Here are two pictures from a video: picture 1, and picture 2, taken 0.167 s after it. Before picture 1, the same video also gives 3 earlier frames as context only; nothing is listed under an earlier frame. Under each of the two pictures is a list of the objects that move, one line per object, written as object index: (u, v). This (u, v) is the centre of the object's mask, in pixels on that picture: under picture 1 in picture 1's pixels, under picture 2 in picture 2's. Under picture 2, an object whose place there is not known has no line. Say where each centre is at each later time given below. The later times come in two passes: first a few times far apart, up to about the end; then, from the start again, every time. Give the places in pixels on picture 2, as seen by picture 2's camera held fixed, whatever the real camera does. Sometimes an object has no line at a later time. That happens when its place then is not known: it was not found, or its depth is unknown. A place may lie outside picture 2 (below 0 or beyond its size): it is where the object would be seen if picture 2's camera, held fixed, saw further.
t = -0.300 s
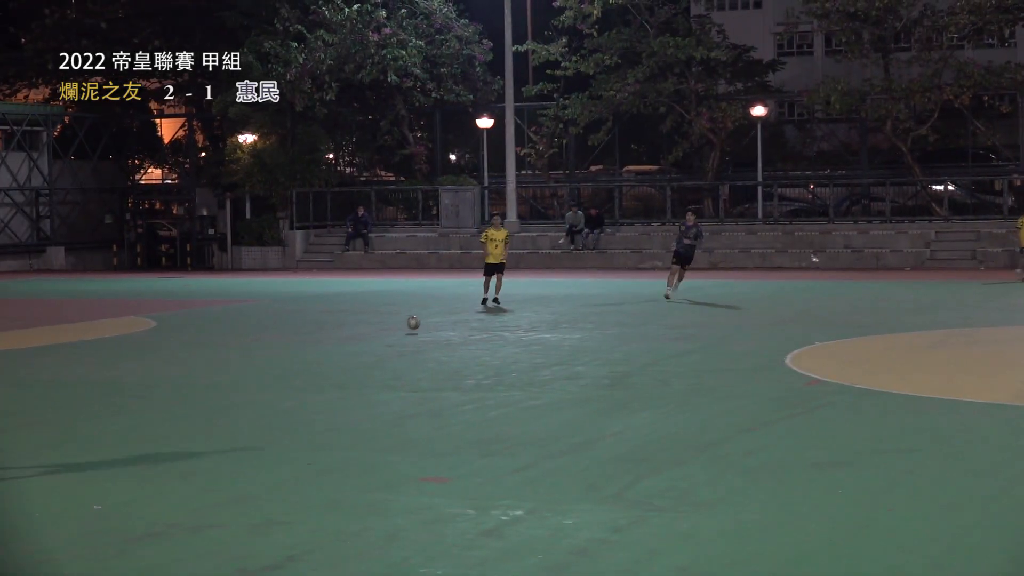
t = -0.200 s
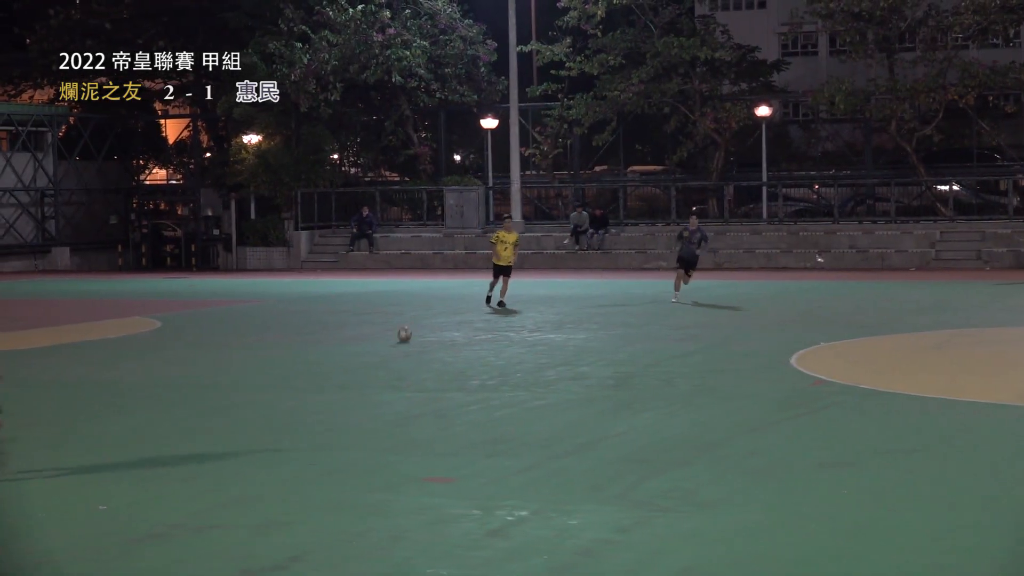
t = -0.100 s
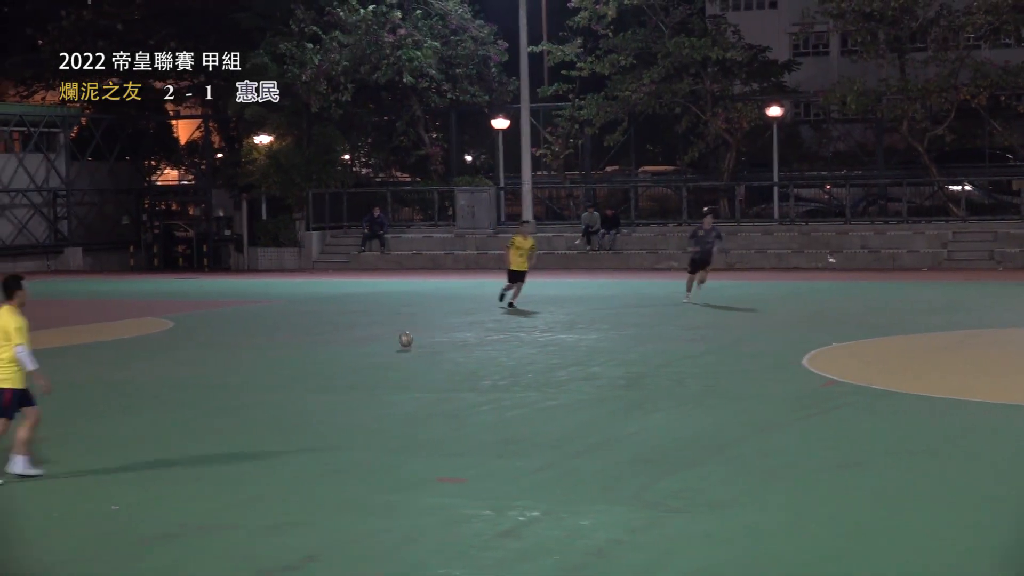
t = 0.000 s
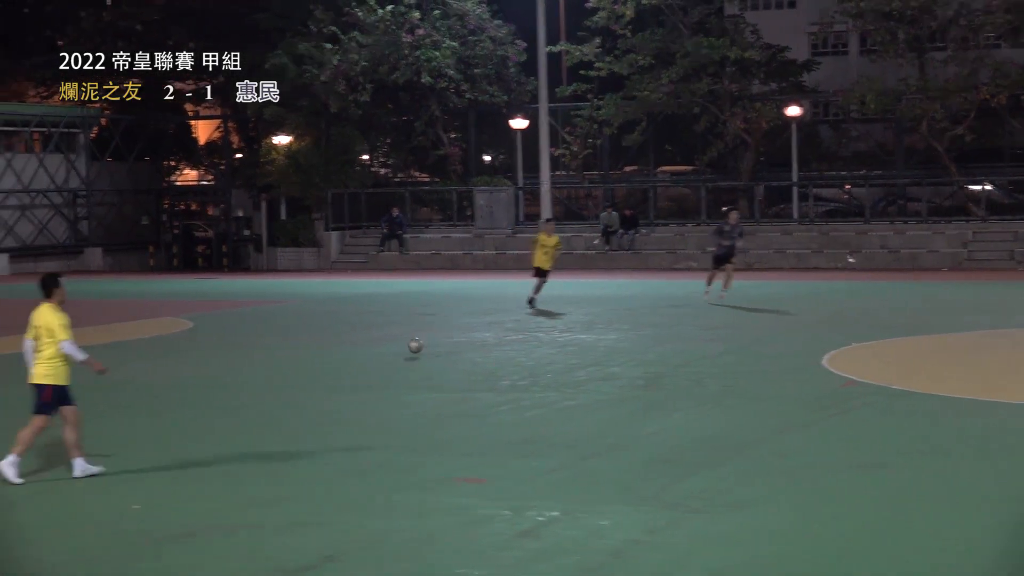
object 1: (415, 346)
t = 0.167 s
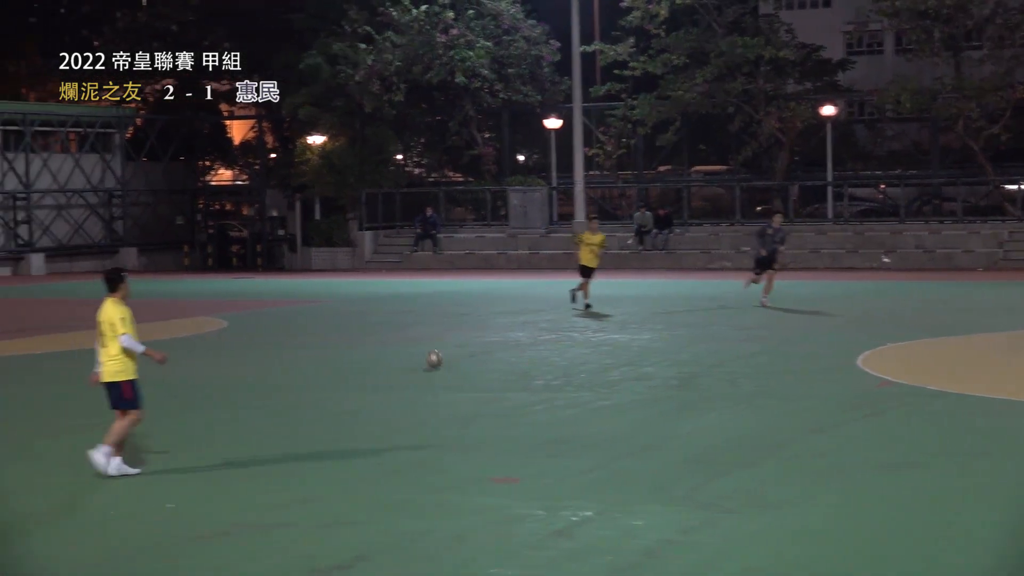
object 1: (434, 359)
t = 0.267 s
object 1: (425, 361)
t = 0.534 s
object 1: (397, 382)
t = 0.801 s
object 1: (355, 409)
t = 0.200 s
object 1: (430, 360)
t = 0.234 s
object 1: (429, 360)
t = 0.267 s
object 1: (425, 361)
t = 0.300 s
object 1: (422, 365)
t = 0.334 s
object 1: (420, 367)
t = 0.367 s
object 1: (416, 372)
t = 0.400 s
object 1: (412, 378)
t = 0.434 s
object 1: (409, 378)
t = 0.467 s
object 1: (405, 379)
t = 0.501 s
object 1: (399, 381)
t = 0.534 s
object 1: (397, 382)
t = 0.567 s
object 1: (392, 387)
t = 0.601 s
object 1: (386, 394)
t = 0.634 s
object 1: (383, 398)
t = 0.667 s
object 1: (377, 397)
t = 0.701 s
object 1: (372, 398)
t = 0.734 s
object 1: (368, 399)
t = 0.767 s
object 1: (362, 403)
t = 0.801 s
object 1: (355, 409)
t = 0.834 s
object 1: (352, 412)
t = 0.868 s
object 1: (346, 422)
